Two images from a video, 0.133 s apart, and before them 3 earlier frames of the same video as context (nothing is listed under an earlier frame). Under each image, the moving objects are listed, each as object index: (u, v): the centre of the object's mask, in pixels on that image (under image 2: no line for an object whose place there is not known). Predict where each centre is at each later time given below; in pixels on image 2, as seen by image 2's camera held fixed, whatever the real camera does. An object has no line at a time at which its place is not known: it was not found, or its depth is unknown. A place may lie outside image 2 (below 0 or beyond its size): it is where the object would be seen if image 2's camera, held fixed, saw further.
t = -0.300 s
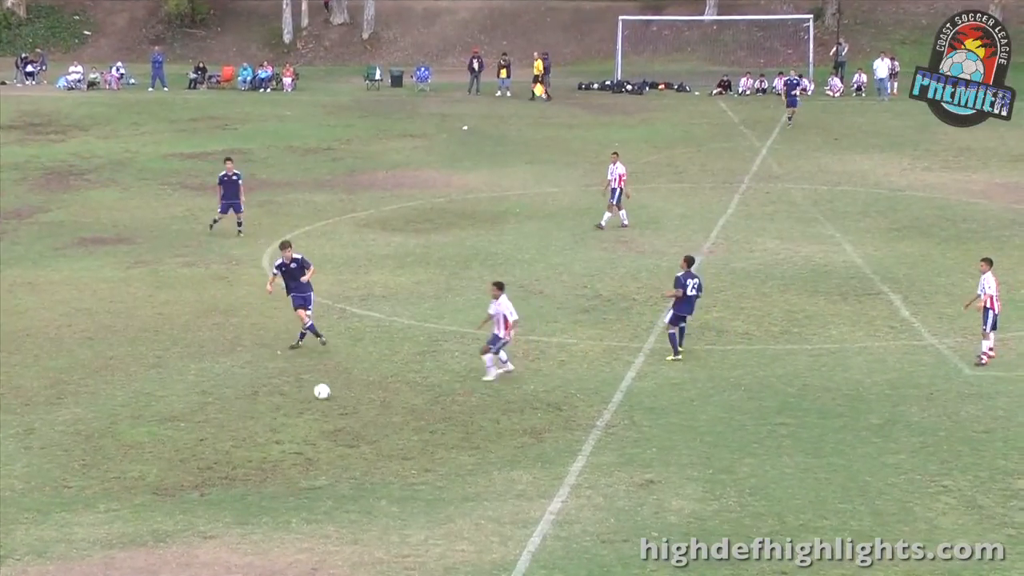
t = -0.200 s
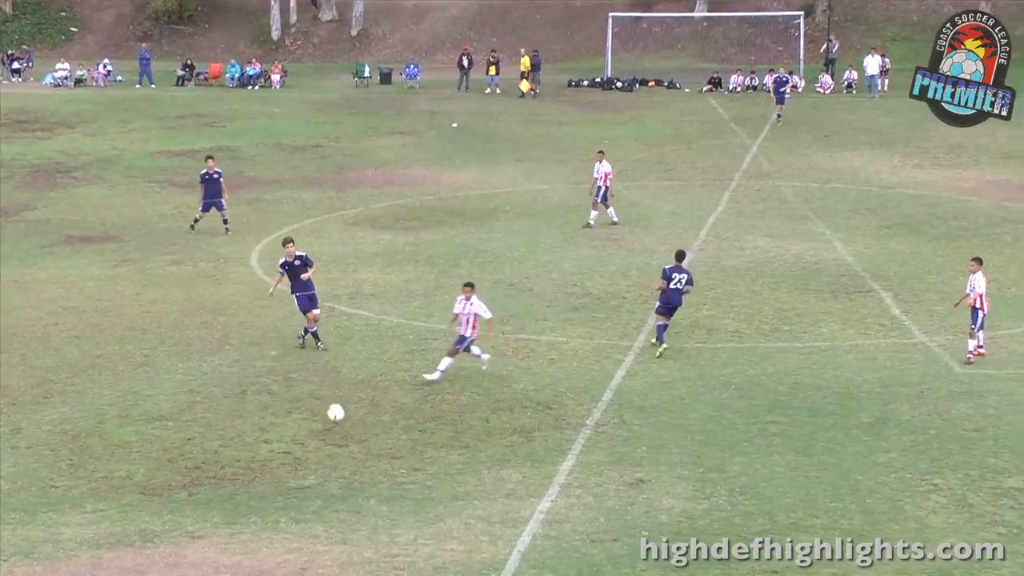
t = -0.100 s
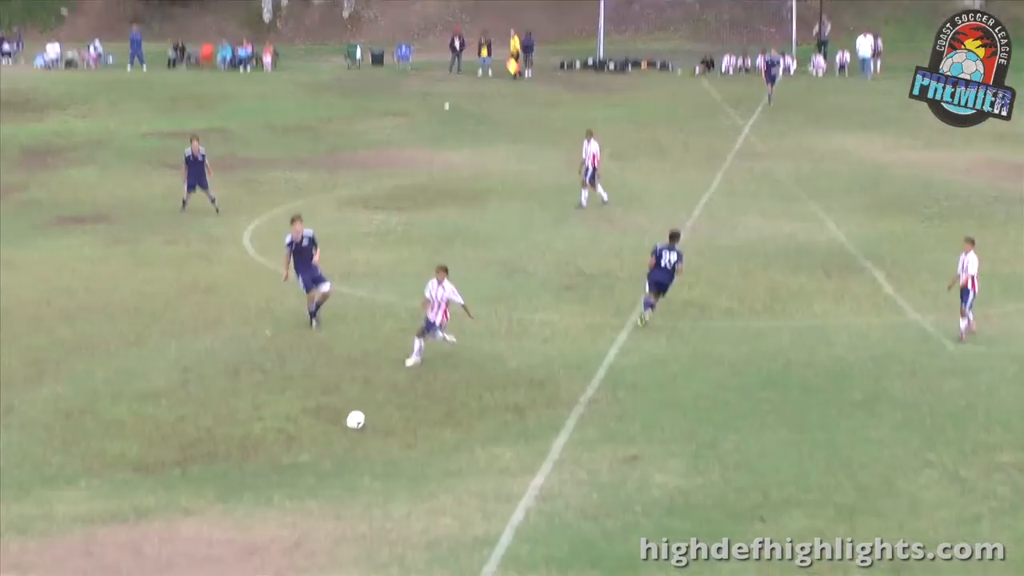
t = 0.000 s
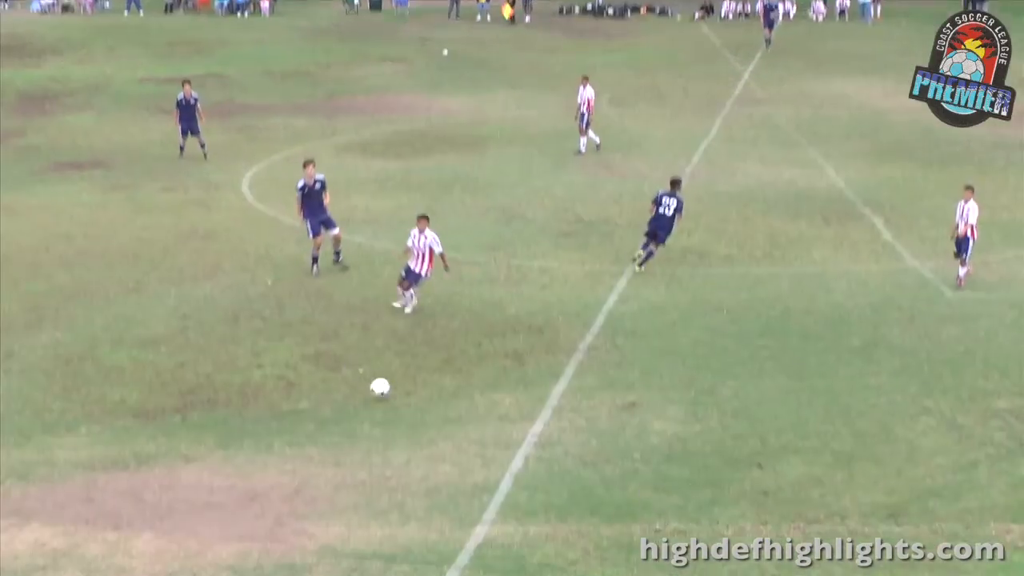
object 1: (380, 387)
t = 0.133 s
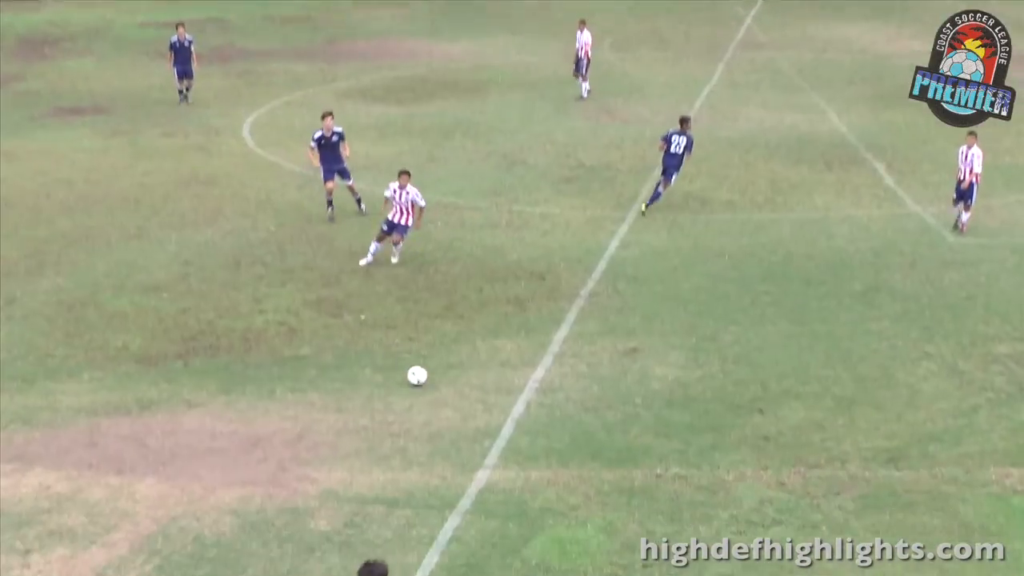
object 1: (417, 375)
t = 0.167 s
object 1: (426, 387)
